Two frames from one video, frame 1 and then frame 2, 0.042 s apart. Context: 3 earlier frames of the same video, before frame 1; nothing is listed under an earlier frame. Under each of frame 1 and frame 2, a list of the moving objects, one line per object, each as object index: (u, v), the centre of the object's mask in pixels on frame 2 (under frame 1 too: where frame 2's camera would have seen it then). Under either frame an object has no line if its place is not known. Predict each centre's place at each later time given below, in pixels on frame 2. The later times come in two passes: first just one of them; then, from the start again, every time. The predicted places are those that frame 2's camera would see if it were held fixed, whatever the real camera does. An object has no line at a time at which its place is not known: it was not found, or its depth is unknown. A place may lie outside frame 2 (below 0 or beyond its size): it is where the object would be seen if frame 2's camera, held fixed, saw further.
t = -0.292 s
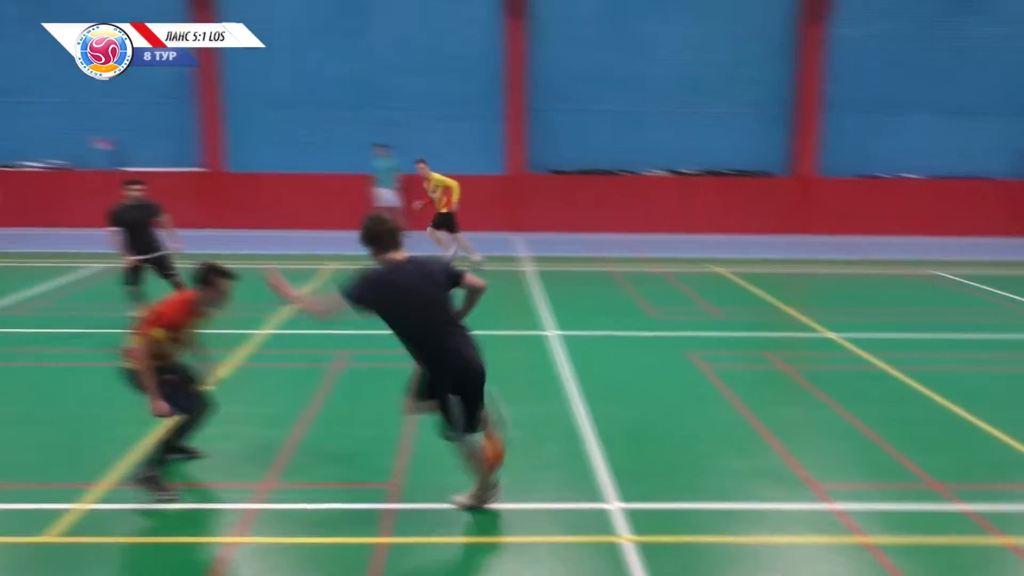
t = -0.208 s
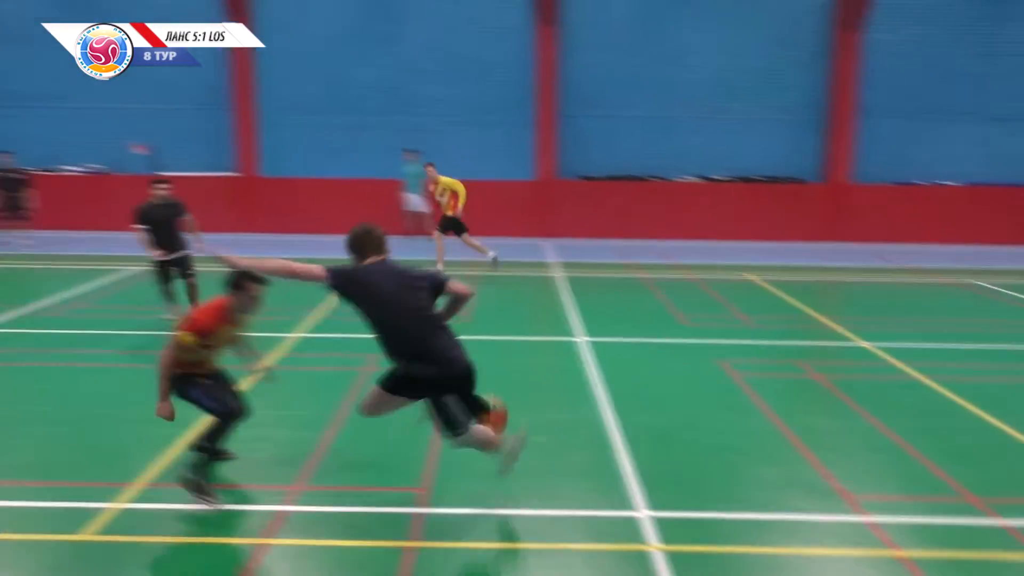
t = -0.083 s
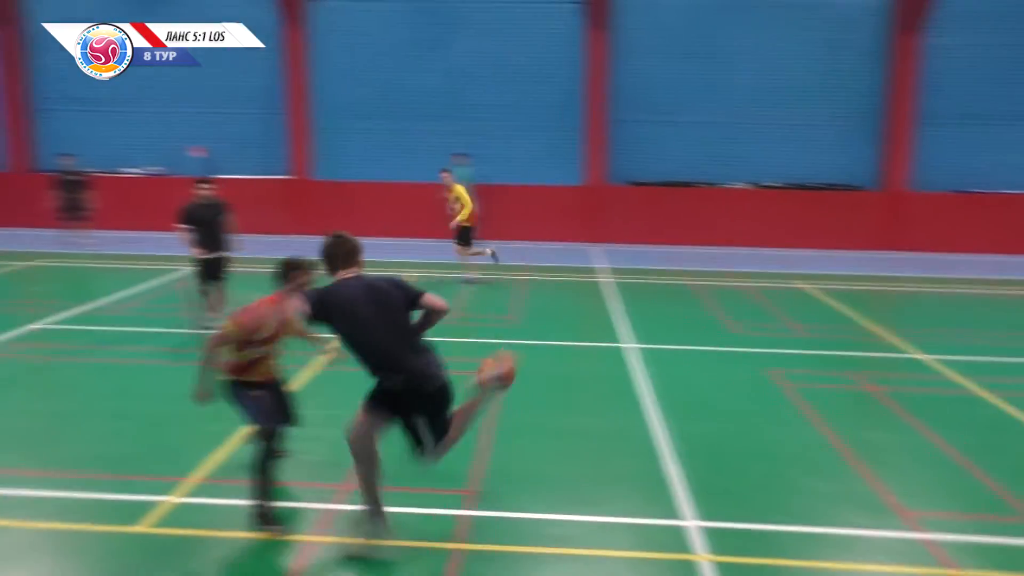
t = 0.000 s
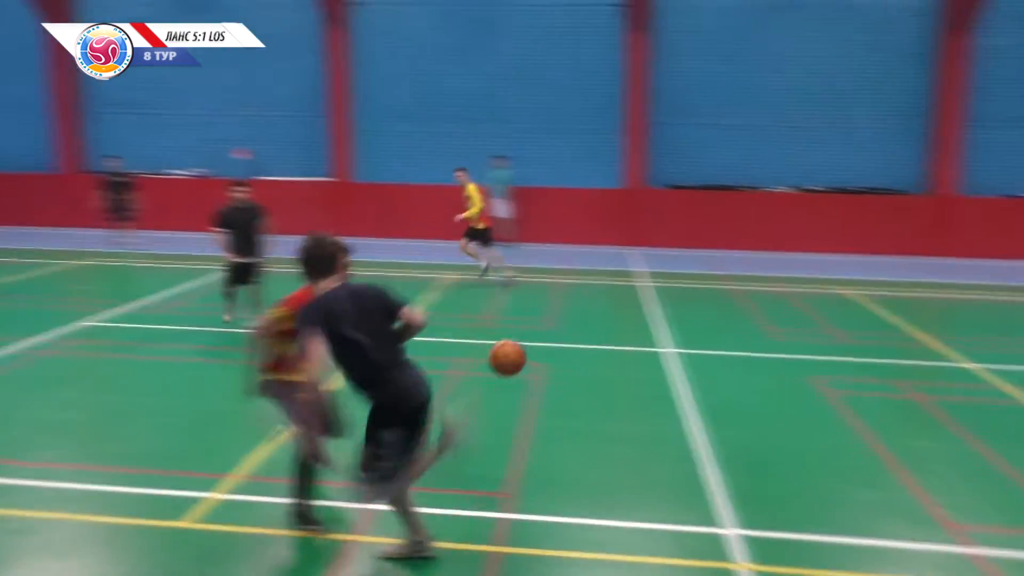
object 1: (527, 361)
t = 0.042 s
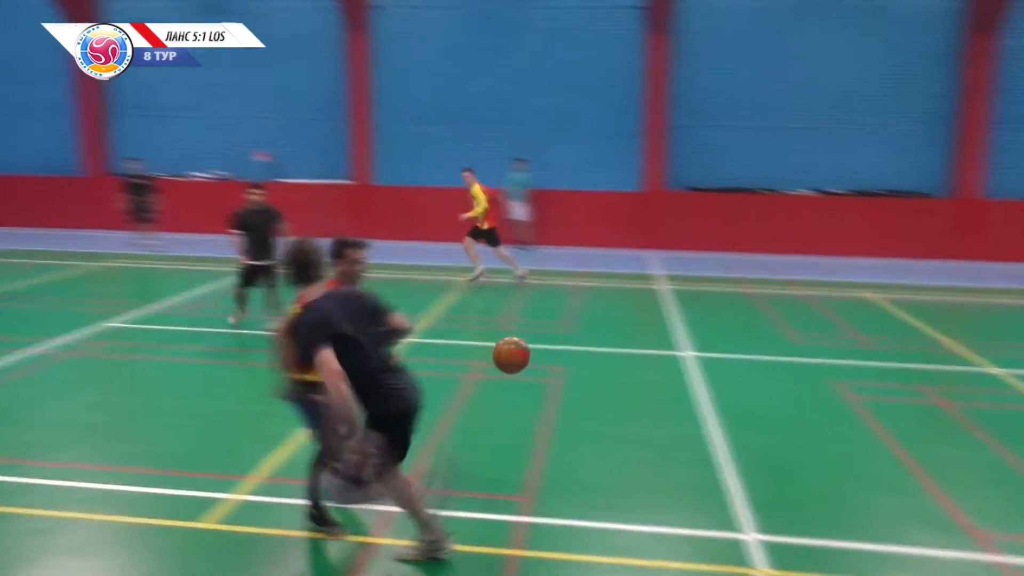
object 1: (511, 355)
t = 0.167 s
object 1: (465, 357)
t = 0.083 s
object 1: (496, 352)
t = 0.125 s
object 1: (480, 353)
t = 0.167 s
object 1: (465, 357)
